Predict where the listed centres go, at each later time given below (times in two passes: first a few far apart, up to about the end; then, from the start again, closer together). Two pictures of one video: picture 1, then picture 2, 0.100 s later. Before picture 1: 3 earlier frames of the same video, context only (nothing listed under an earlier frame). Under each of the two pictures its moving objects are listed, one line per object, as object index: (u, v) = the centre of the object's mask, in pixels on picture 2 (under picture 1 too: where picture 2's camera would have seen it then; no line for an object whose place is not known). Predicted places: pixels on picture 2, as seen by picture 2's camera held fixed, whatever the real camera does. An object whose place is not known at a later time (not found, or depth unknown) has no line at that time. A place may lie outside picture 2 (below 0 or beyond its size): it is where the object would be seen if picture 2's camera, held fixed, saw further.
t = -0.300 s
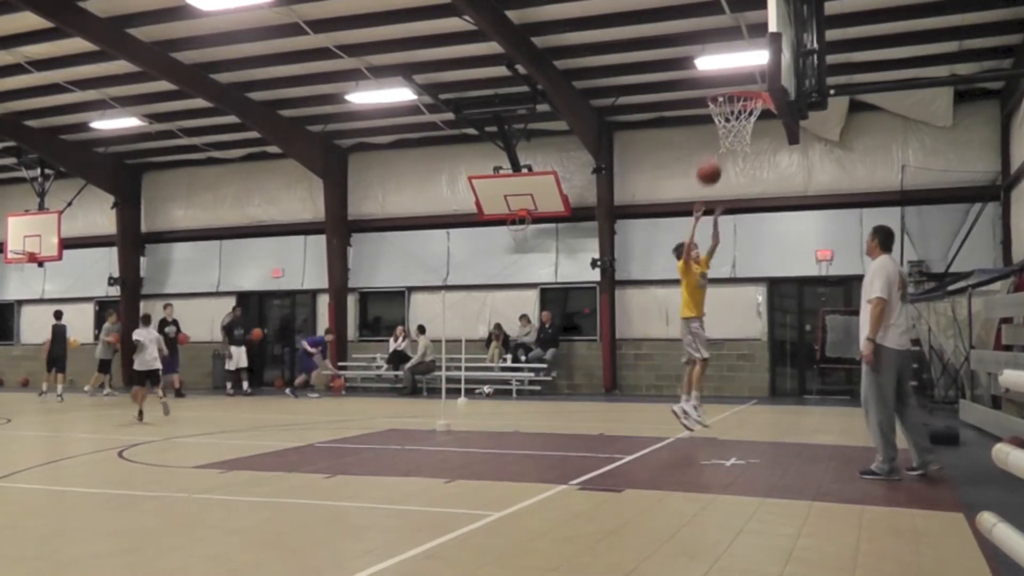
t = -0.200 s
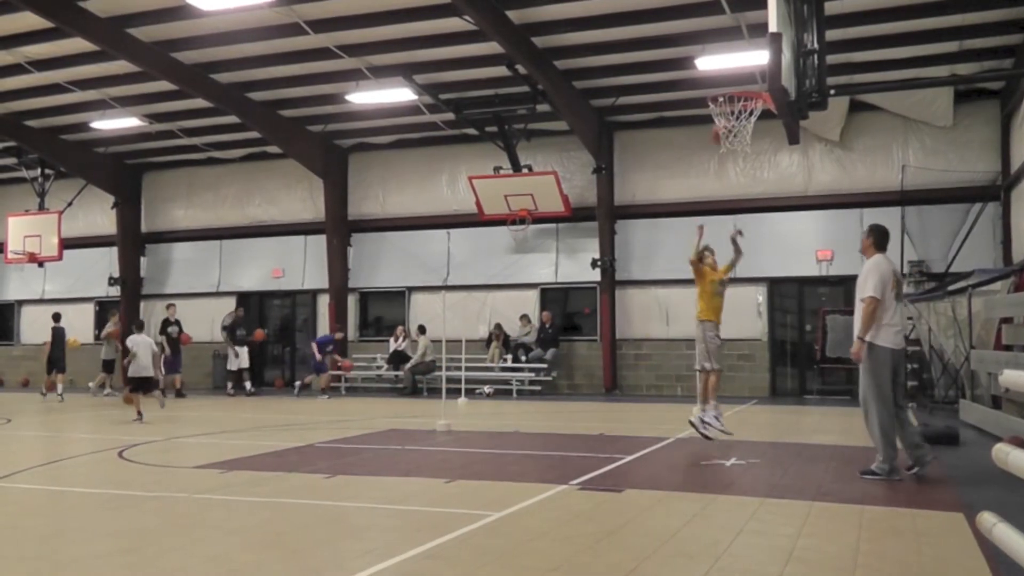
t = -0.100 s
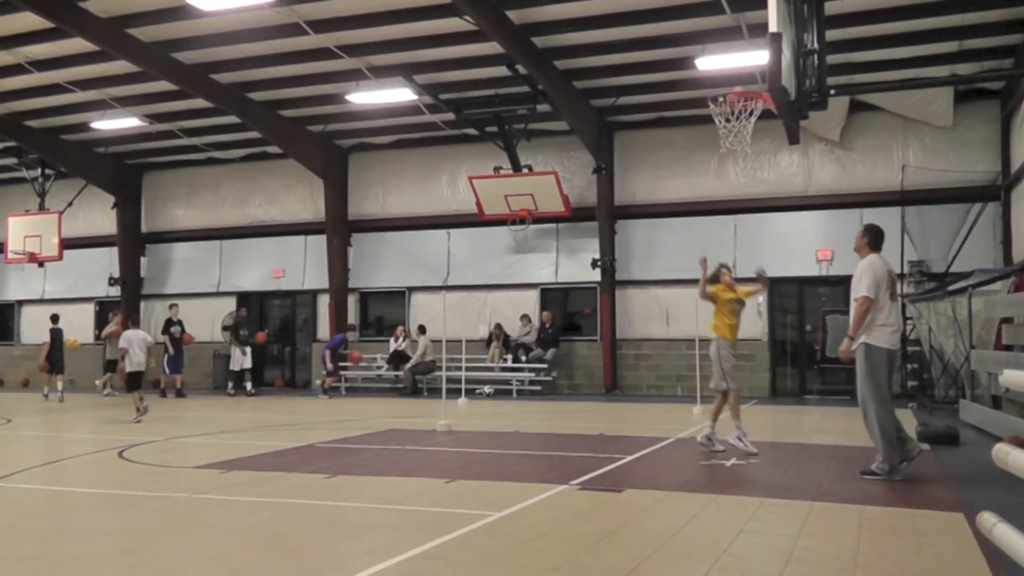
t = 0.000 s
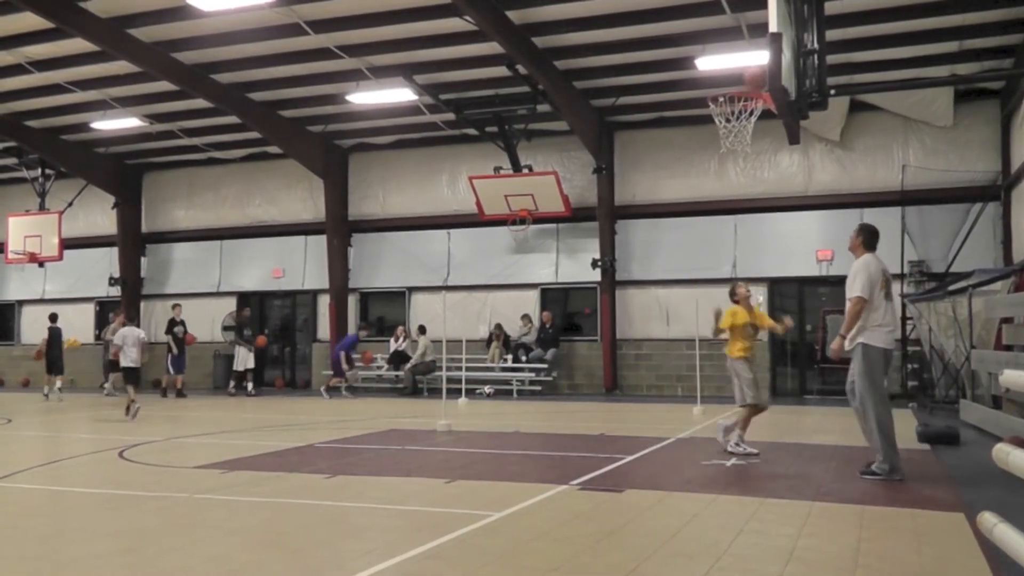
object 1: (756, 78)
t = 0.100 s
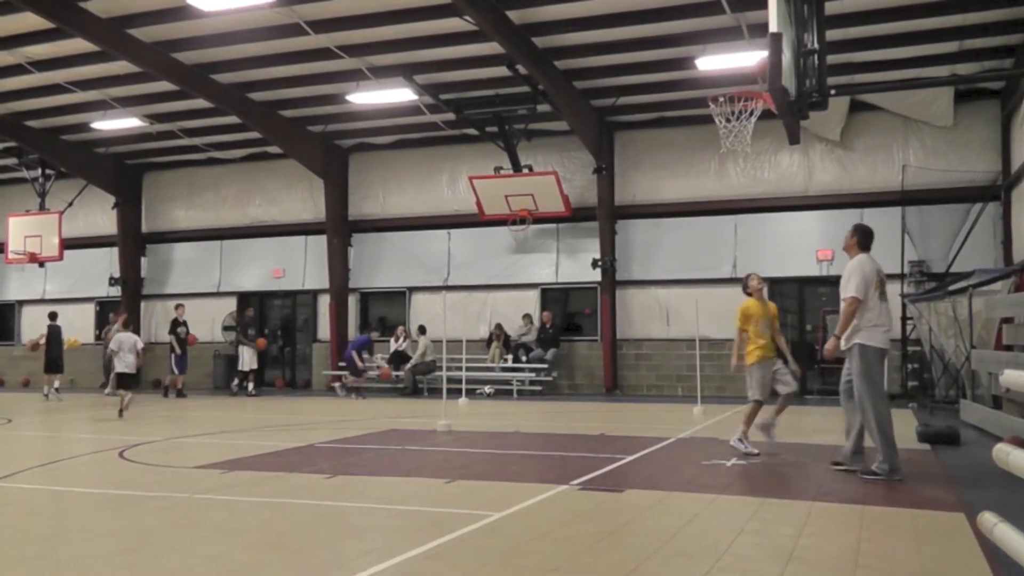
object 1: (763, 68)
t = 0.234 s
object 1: (744, 80)
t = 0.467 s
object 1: (715, 140)
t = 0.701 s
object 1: (712, 198)
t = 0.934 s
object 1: (710, 330)
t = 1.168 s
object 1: (715, 400)
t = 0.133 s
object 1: (760, 70)
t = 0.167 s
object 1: (755, 75)
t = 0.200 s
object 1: (752, 77)
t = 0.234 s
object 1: (744, 80)
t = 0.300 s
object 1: (732, 100)
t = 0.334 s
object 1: (724, 107)
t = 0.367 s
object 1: (722, 119)
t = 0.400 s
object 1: (720, 132)
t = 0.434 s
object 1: (718, 130)
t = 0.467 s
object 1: (715, 140)
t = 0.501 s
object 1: (716, 143)
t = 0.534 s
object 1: (715, 148)
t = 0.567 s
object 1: (714, 155)
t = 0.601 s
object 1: (714, 165)
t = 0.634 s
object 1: (713, 175)
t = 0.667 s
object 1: (713, 186)
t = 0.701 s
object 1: (712, 198)
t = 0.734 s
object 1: (712, 213)
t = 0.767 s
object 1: (712, 229)
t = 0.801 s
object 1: (712, 247)
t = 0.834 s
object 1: (712, 265)
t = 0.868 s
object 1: (711, 286)
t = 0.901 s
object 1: (711, 307)
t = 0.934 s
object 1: (710, 330)
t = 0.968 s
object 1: (710, 353)
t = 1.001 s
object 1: (710, 379)
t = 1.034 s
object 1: (709, 405)
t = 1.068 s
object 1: (708, 432)
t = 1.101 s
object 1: (710, 442)
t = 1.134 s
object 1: (712, 420)
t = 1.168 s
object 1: (715, 400)
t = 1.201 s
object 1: (718, 382)
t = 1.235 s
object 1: (720, 363)
